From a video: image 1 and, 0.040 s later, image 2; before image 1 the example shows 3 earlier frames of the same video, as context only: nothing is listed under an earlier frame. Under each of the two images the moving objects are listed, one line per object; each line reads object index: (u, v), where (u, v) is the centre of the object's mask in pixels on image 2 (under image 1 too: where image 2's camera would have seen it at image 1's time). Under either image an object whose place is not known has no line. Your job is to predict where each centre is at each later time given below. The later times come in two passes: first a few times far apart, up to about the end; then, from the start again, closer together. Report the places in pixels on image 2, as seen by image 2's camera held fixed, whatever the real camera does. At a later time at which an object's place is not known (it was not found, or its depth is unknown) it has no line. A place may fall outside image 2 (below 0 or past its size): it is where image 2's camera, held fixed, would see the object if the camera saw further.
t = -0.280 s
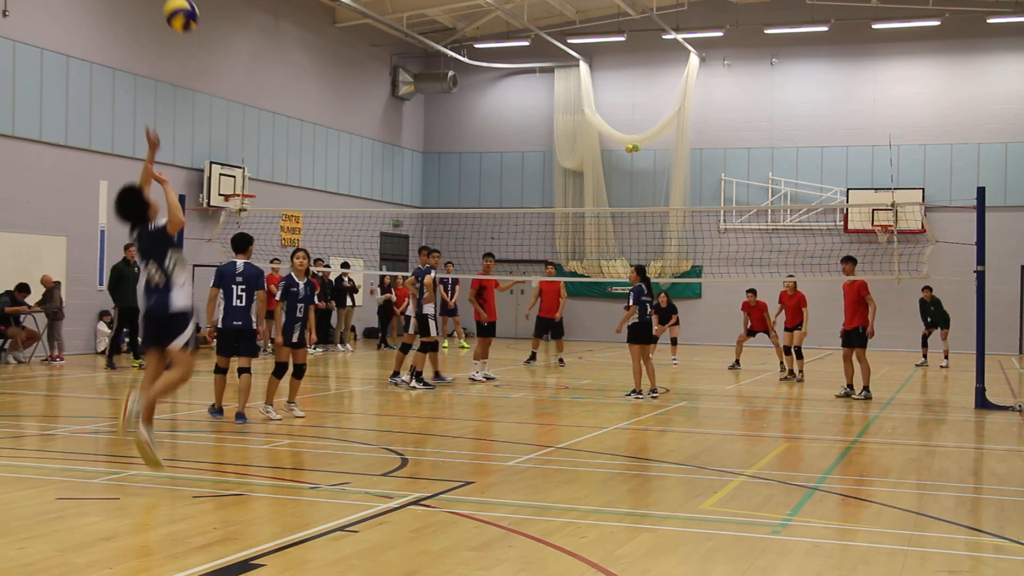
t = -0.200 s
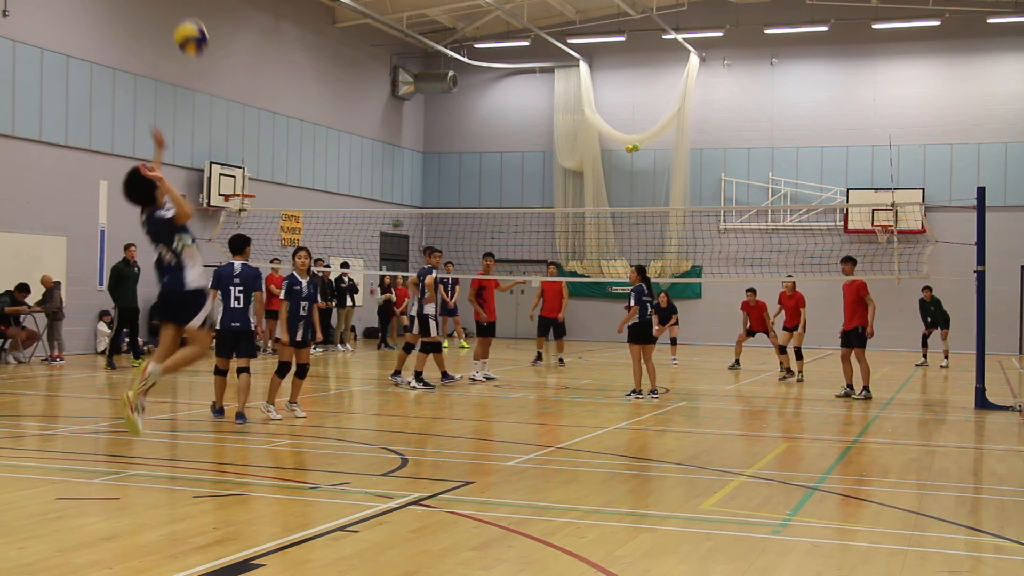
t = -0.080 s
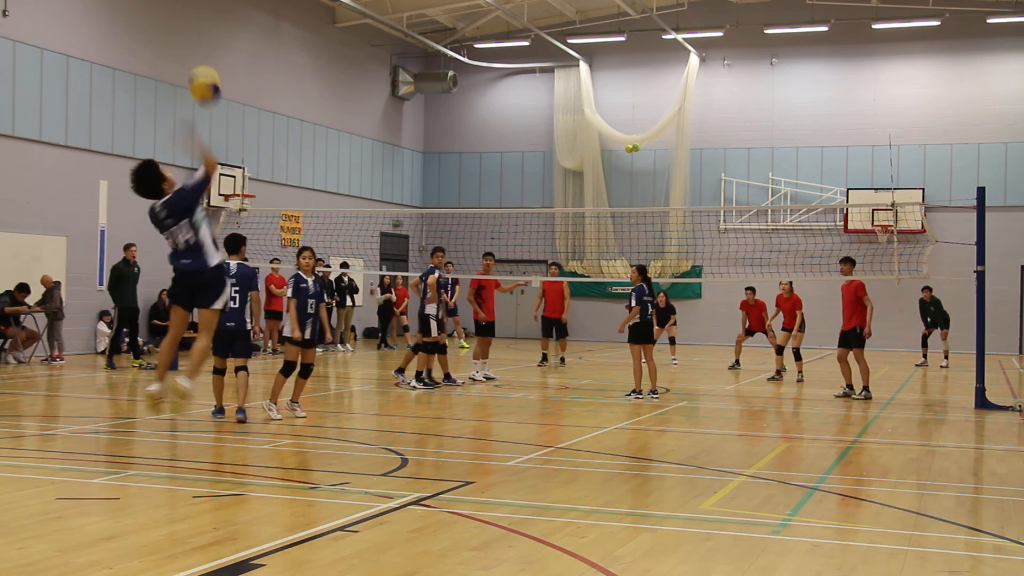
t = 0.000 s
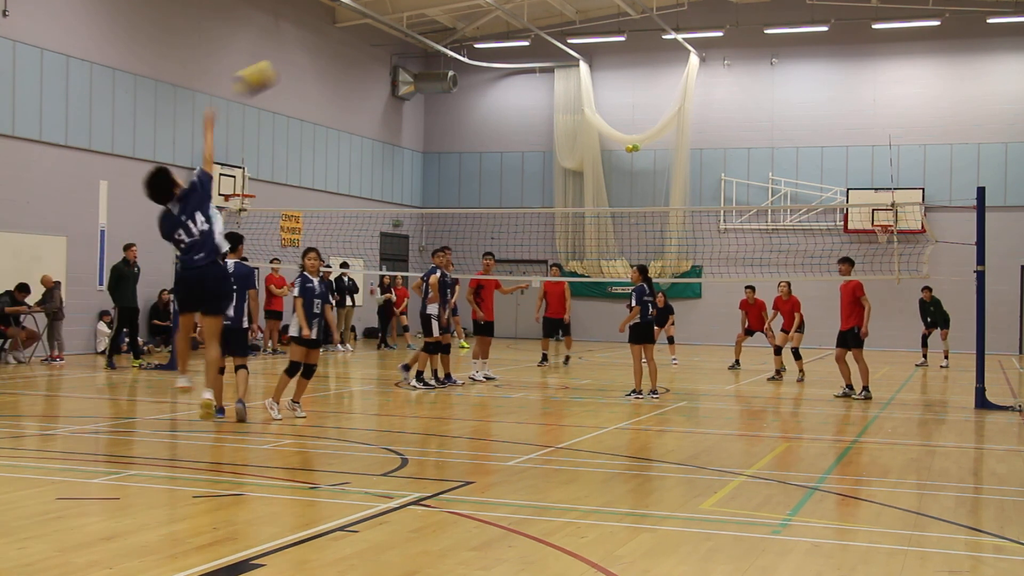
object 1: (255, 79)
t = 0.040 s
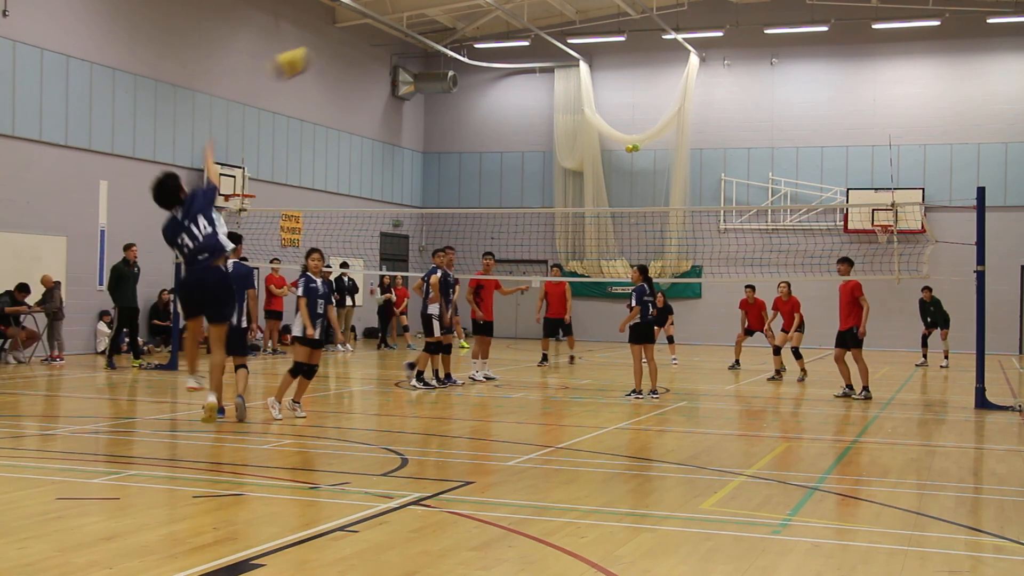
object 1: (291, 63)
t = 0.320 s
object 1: (456, 24)
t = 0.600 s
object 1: (550, 60)
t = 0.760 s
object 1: (587, 98)
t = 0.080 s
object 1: (322, 51)
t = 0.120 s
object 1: (351, 41)
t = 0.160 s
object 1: (376, 35)
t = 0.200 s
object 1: (400, 30)
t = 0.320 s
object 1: (456, 24)
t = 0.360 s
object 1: (473, 26)
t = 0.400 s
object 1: (490, 29)
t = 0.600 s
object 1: (550, 60)
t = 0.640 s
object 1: (559, 67)
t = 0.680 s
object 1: (570, 77)
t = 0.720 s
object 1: (578, 88)
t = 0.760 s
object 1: (587, 98)
